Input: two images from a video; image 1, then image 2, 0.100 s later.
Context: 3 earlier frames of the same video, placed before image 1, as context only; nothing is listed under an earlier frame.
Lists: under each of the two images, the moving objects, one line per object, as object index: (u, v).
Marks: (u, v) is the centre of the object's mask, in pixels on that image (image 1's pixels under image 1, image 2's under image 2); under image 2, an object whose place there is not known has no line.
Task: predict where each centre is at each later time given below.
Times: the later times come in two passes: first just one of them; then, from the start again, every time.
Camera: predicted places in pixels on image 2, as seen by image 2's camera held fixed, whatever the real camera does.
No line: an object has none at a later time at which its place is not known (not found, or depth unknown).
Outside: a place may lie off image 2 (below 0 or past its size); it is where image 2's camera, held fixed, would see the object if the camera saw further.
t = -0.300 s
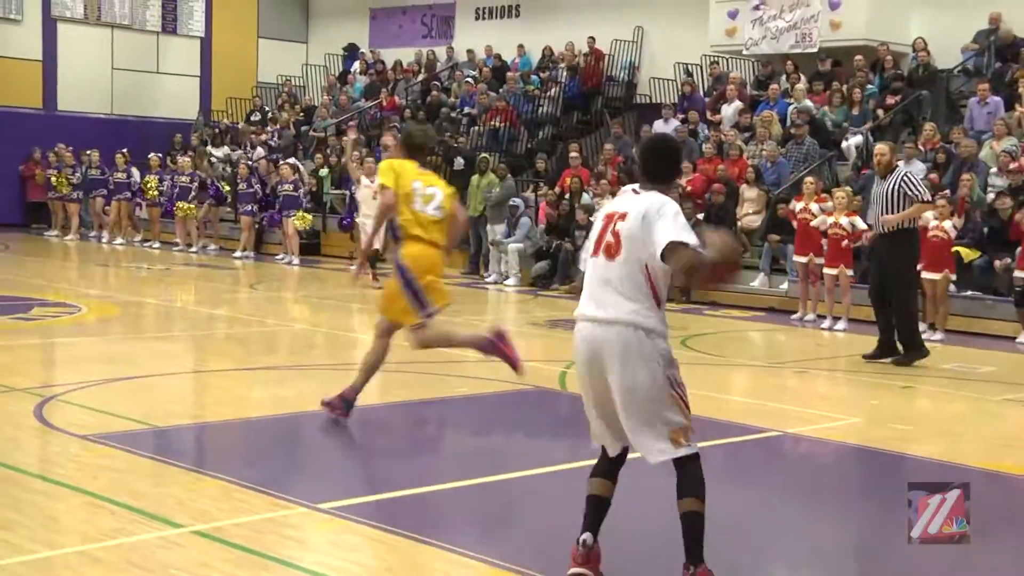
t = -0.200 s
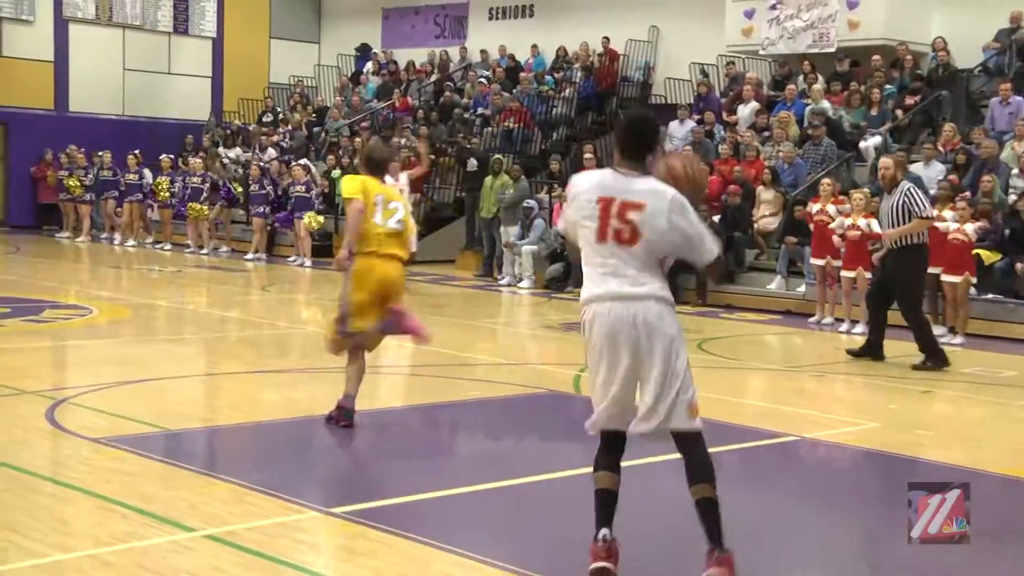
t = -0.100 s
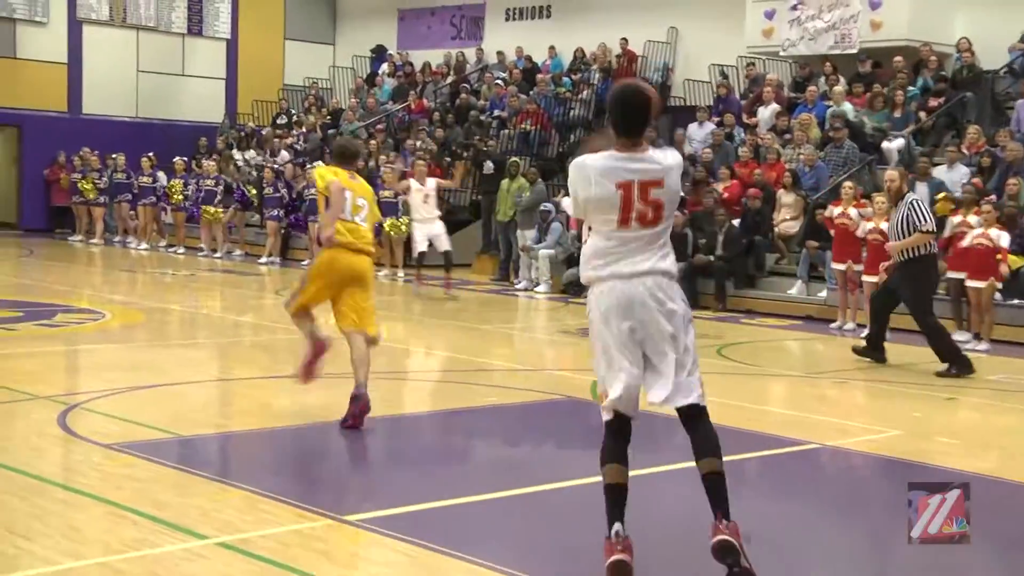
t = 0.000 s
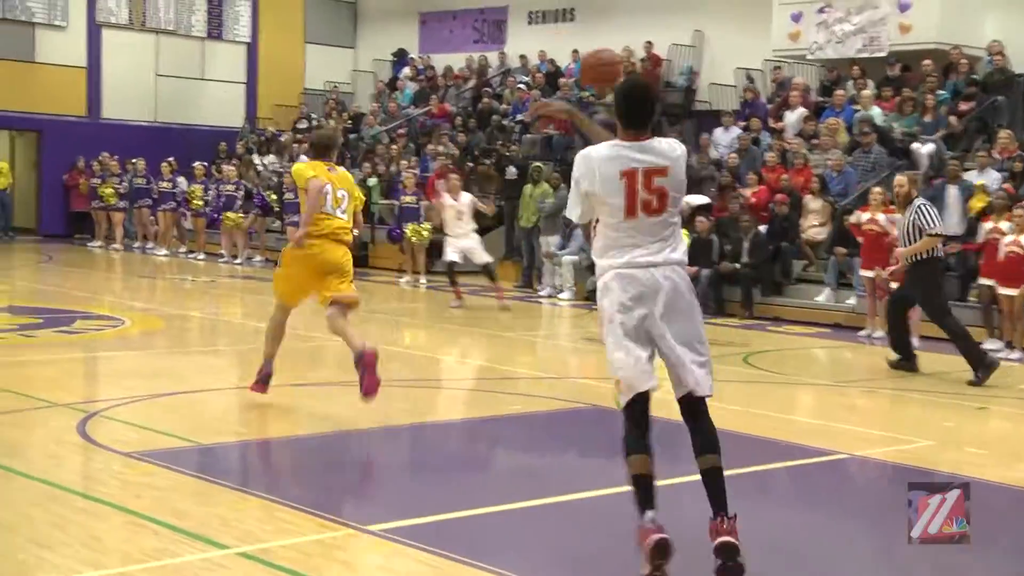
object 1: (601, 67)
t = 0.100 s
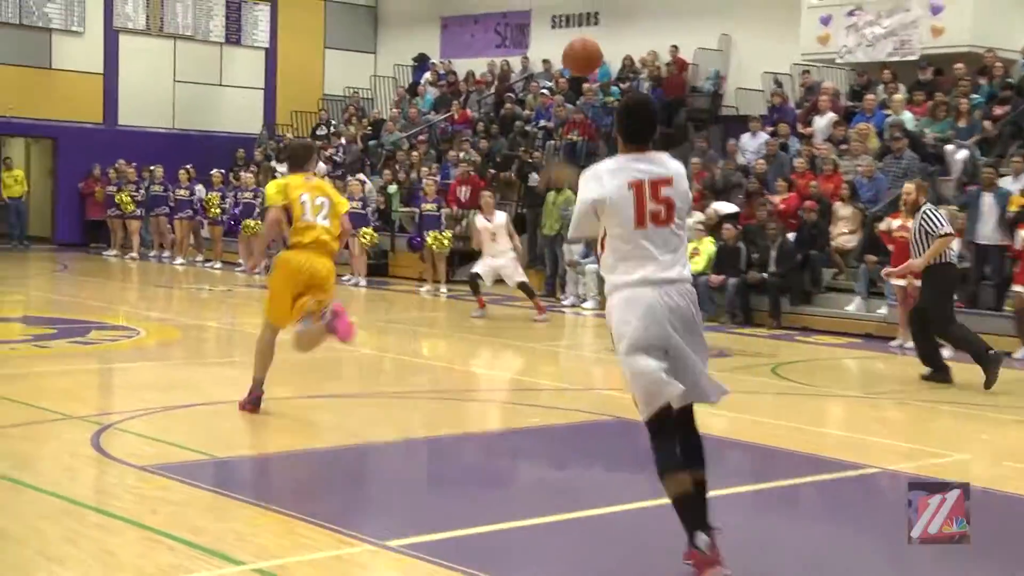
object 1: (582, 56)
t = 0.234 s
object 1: (546, 53)
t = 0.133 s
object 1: (570, 54)
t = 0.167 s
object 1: (562, 50)
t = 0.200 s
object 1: (553, 52)
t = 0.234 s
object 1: (546, 53)
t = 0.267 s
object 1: (539, 57)
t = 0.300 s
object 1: (535, 60)
